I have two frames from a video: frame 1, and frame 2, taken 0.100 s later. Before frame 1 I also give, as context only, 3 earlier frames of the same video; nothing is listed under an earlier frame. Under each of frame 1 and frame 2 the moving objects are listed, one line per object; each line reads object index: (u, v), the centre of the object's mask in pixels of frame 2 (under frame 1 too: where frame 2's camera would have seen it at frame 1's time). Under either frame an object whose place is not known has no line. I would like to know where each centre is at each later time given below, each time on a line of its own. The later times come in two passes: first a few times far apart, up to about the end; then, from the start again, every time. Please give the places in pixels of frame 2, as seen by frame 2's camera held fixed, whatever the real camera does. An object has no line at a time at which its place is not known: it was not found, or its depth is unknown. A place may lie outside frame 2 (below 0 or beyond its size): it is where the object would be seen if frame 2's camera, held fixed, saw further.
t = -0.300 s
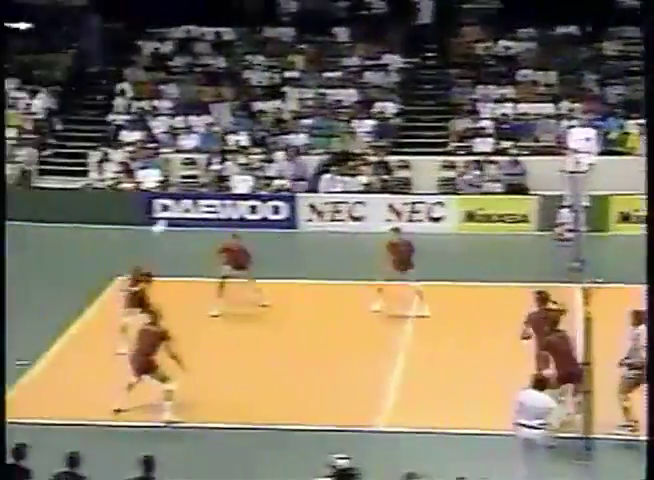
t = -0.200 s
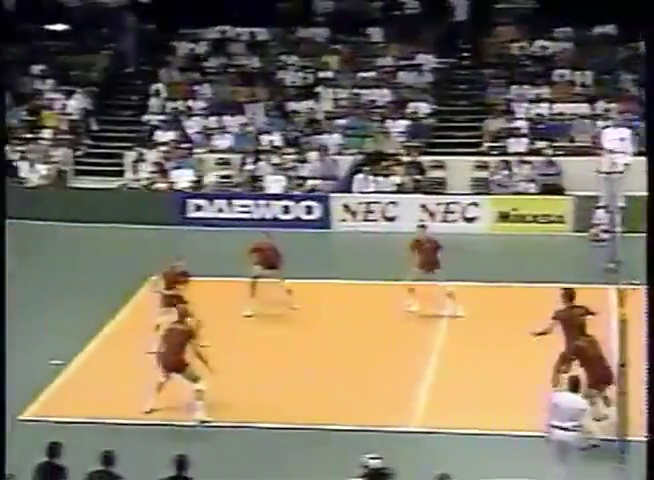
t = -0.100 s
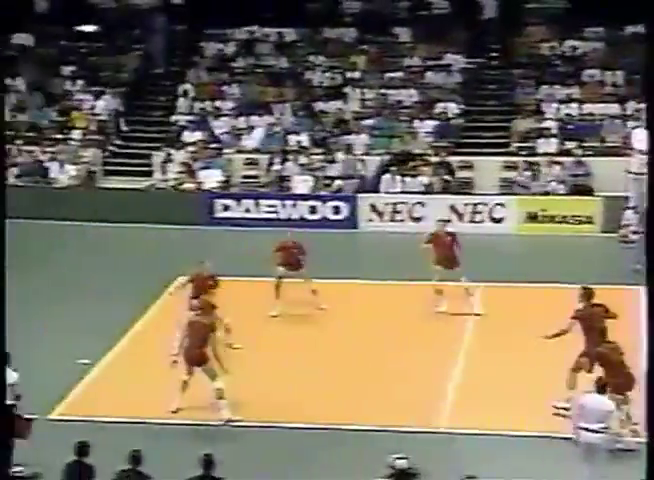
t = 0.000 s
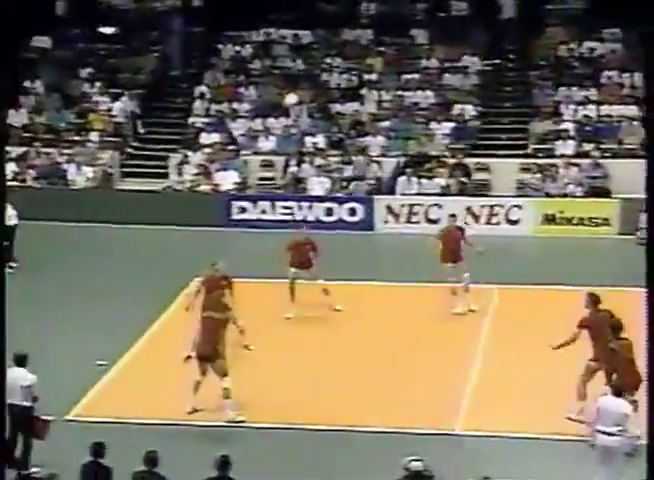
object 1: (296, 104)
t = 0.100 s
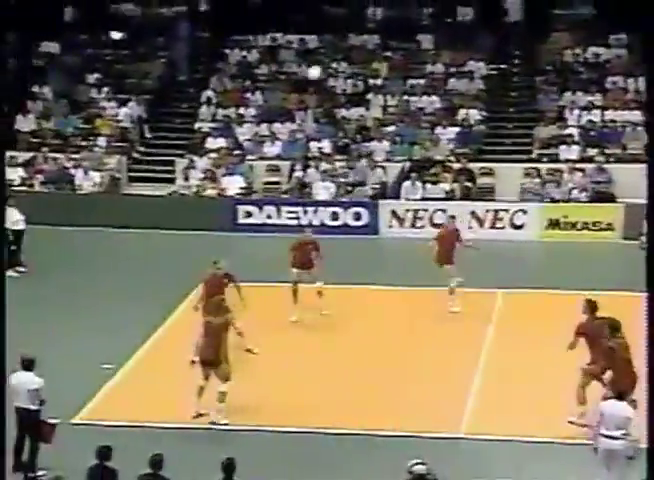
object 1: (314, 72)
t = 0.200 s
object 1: (332, 46)
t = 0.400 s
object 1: (369, 10)
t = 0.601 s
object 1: (404, -4)
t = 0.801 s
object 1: (439, 7)
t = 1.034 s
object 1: (480, 49)
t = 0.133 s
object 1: (320, 63)
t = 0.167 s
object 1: (325, 54)
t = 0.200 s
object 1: (332, 46)
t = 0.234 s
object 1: (339, 39)
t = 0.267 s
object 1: (344, 32)
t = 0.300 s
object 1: (351, 25)
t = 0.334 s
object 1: (356, 19)
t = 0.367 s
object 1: (362, 15)
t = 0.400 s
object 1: (369, 10)
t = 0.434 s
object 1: (374, 6)
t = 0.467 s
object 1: (380, 2)
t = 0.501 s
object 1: (386, 0)
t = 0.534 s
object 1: (392, -2)
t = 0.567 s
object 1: (398, -3)
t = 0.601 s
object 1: (404, -4)
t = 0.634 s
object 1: (410, -3)
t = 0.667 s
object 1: (416, -3)
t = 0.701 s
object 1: (422, -2)
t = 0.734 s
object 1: (427, 0)
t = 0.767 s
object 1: (434, 3)
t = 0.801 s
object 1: (439, 7)
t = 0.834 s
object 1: (444, 11)
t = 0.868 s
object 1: (450, 15)
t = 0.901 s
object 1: (456, 21)
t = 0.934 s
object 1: (462, 27)
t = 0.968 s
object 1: (469, 34)
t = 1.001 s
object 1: (473, 41)
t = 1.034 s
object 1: (480, 49)
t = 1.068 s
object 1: (486, 57)
